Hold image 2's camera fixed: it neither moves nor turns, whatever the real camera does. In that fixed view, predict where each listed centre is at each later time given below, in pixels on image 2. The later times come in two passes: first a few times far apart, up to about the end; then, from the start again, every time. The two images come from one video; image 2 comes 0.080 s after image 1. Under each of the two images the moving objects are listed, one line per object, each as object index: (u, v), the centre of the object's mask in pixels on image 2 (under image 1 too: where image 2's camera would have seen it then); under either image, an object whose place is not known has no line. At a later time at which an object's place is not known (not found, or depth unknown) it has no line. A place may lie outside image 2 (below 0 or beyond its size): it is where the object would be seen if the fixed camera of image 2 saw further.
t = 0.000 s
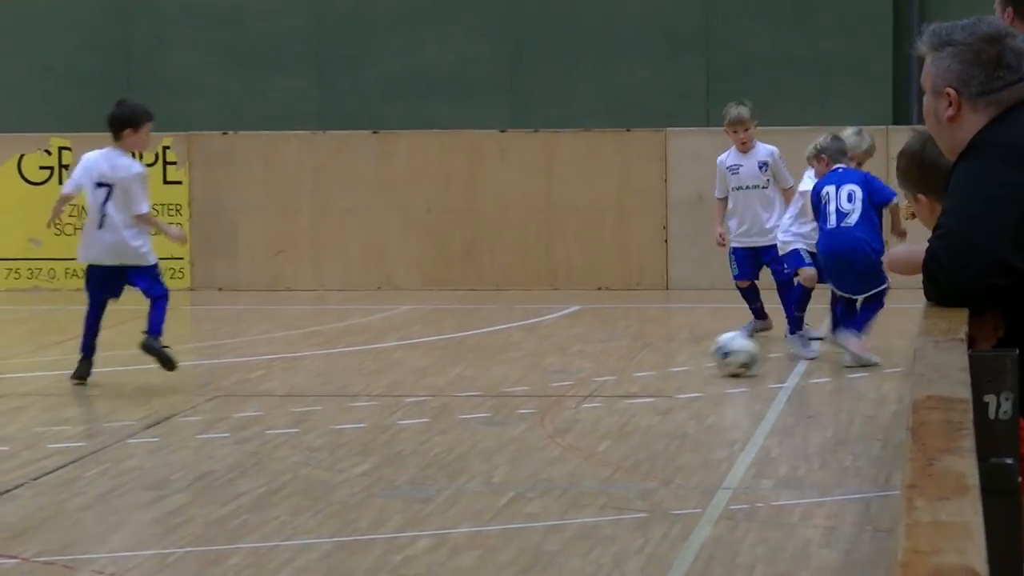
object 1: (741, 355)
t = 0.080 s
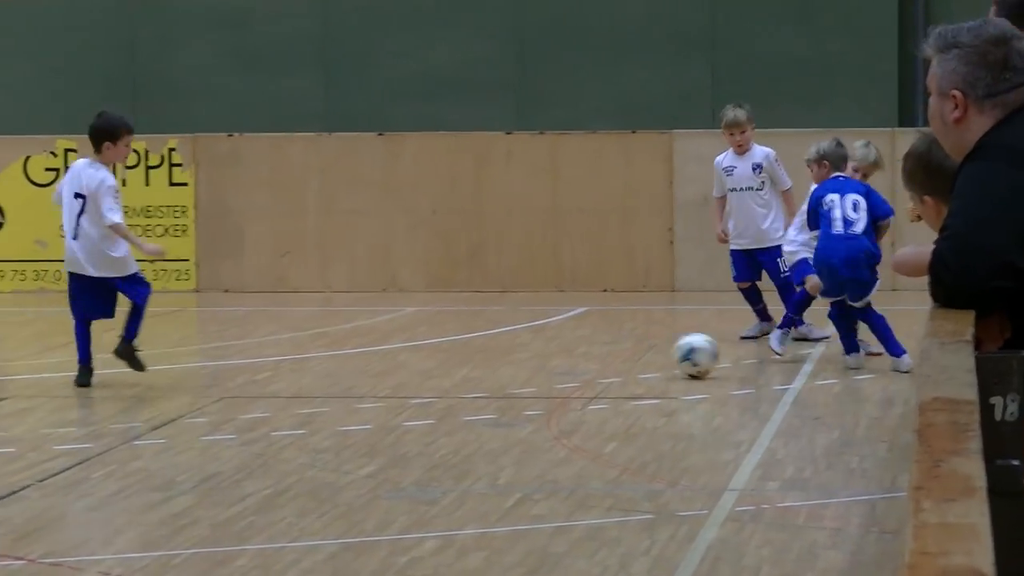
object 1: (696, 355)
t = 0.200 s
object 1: (629, 356)
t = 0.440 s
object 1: (501, 359)
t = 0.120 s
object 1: (673, 356)
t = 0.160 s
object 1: (652, 356)
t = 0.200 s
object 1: (629, 356)
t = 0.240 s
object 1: (607, 357)
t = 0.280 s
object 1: (586, 358)
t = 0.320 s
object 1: (565, 357)
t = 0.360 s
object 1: (543, 357)
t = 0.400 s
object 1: (522, 359)
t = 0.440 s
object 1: (501, 359)
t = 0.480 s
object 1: (479, 359)
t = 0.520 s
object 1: (458, 360)
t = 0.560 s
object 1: (437, 360)
